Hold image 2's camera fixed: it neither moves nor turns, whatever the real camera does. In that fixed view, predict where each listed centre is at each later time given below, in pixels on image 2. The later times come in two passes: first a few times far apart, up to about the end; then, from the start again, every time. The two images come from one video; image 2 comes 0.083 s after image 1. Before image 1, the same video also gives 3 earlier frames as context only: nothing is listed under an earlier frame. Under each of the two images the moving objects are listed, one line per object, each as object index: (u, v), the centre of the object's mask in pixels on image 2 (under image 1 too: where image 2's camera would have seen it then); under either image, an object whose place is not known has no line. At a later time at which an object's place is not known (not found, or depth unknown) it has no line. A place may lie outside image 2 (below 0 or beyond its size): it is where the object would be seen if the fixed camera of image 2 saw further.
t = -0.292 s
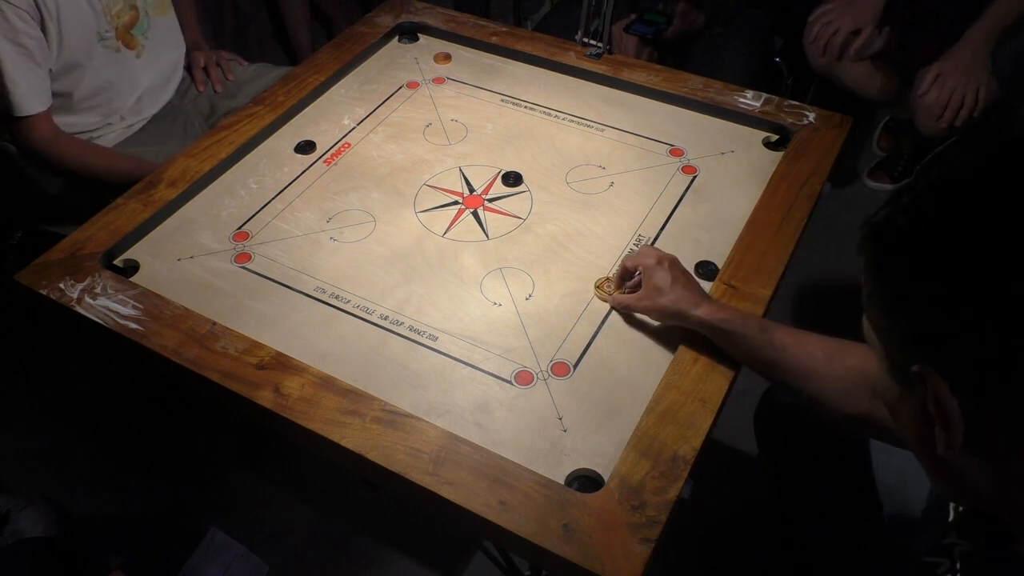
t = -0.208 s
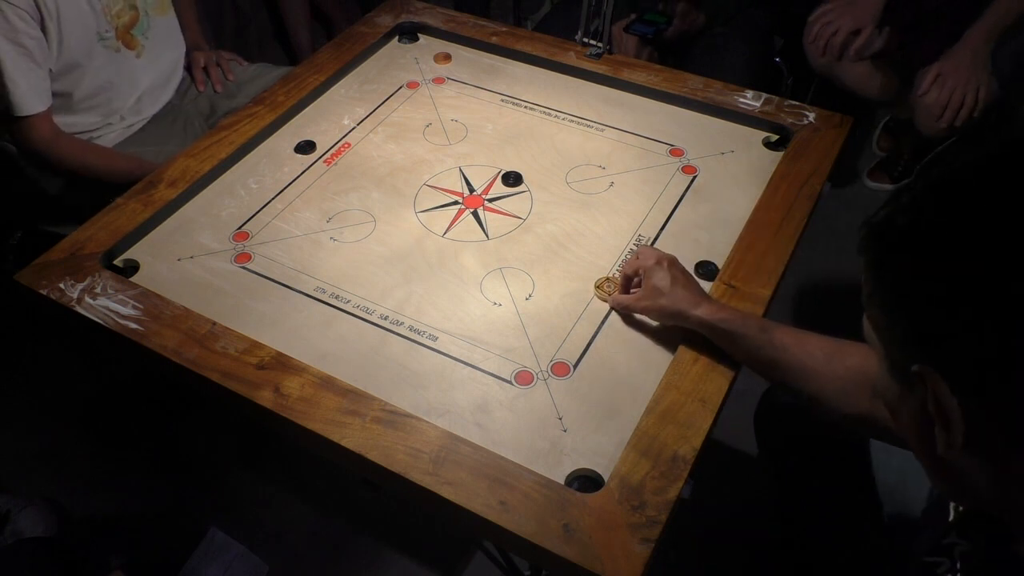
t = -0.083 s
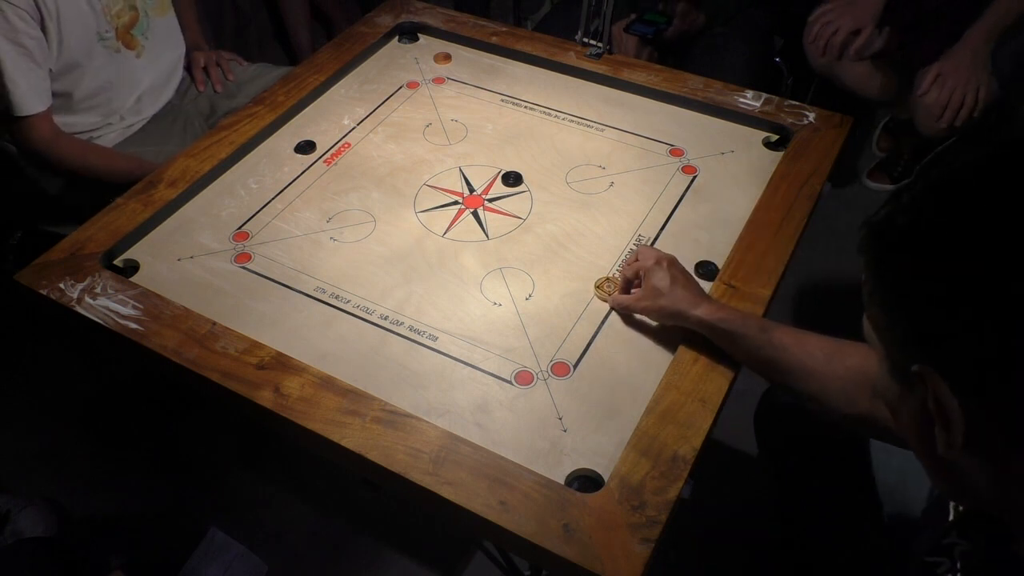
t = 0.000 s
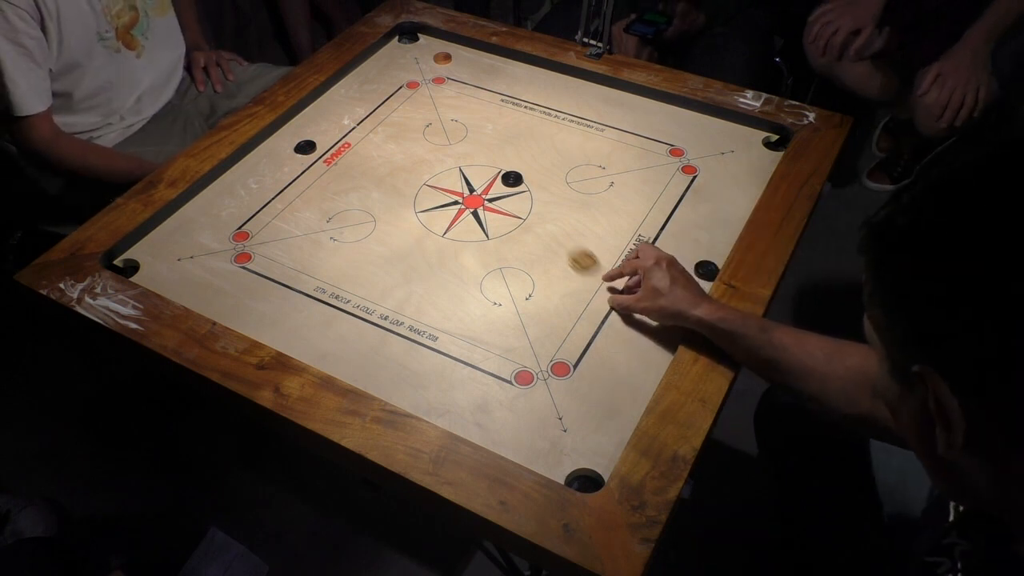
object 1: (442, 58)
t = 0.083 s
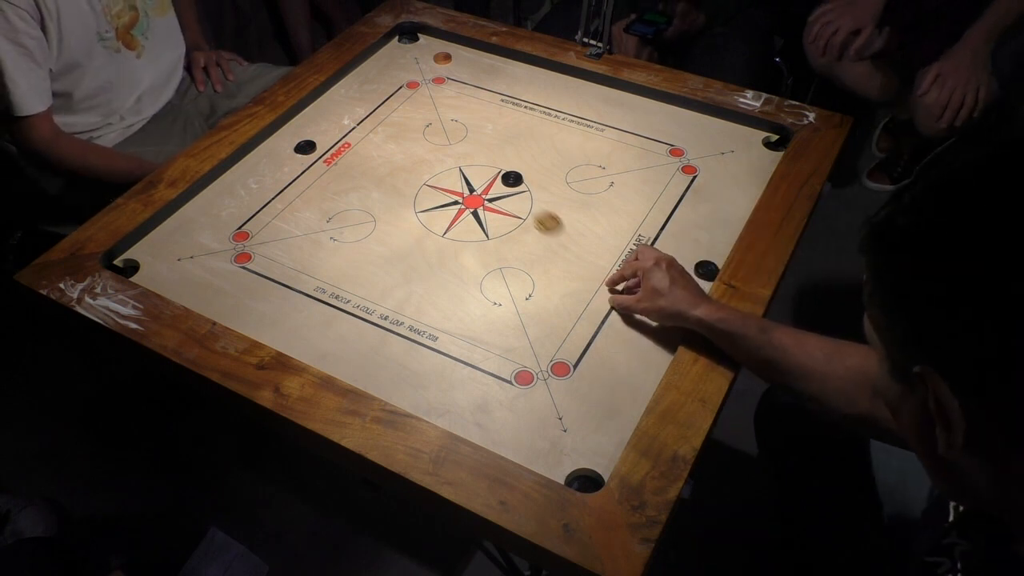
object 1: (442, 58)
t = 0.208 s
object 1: (442, 58)
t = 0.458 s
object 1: (443, 57)
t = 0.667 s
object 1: (415, 56)
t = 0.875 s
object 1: (404, 69)
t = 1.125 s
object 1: (405, 72)
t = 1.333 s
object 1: (405, 72)
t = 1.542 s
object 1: (405, 72)
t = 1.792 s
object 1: (405, 72)
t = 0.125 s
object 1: (442, 58)
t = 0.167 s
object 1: (442, 58)
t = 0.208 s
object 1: (442, 58)
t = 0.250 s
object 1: (442, 58)
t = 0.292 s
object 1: (442, 58)
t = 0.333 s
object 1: (442, 58)
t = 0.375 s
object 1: (442, 58)
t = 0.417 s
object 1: (442, 58)
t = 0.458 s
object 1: (443, 57)
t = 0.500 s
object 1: (446, 50)
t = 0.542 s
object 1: (442, 48)
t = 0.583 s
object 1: (432, 51)
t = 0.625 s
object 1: (424, 53)
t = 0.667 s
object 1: (415, 56)
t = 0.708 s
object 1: (407, 58)
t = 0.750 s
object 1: (404, 60)
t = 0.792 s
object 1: (404, 64)
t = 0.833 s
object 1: (404, 67)
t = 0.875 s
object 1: (404, 69)
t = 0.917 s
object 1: (405, 70)
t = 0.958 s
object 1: (405, 72)
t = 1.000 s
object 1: (405, 72)
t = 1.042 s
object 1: (405, 72)
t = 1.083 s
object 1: (405, 72)
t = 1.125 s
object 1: (405, 72)
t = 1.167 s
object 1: (405, 72)
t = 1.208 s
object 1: (405, 72)
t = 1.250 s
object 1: (405, 72)
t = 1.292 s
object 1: (405, 72)
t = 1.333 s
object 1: (405, 72)
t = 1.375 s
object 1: (405, 72)
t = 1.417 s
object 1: (405, 72)
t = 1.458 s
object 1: (405, 72)
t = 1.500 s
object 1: (405, 72)
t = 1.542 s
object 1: (405, 72)
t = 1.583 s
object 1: (405, 72)
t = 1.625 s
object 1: (405, 72)
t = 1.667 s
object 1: (405, 72)
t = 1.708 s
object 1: (405, 72)
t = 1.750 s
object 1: (405, 72)
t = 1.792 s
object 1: (405, 72)
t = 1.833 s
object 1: (405, 72)
